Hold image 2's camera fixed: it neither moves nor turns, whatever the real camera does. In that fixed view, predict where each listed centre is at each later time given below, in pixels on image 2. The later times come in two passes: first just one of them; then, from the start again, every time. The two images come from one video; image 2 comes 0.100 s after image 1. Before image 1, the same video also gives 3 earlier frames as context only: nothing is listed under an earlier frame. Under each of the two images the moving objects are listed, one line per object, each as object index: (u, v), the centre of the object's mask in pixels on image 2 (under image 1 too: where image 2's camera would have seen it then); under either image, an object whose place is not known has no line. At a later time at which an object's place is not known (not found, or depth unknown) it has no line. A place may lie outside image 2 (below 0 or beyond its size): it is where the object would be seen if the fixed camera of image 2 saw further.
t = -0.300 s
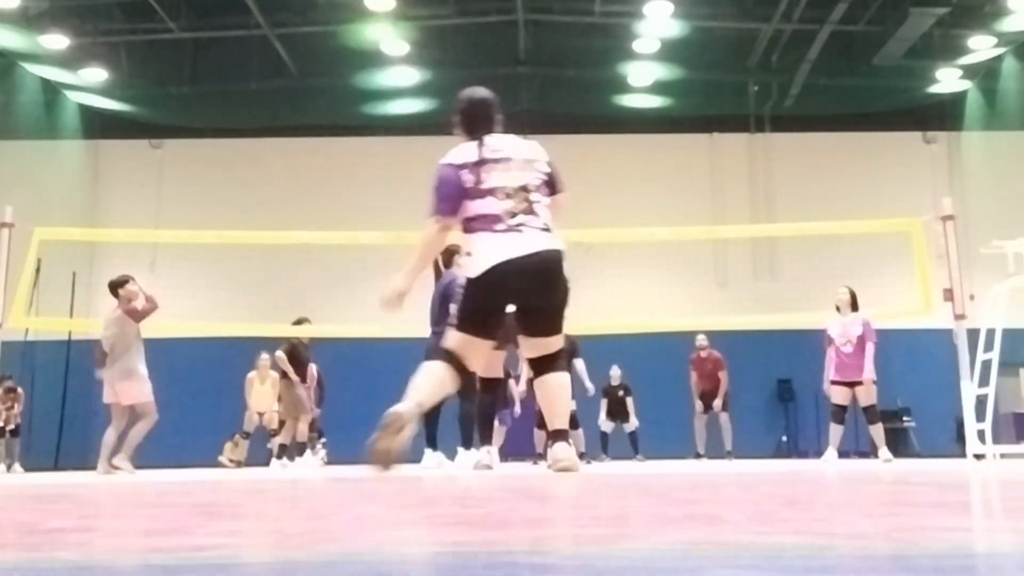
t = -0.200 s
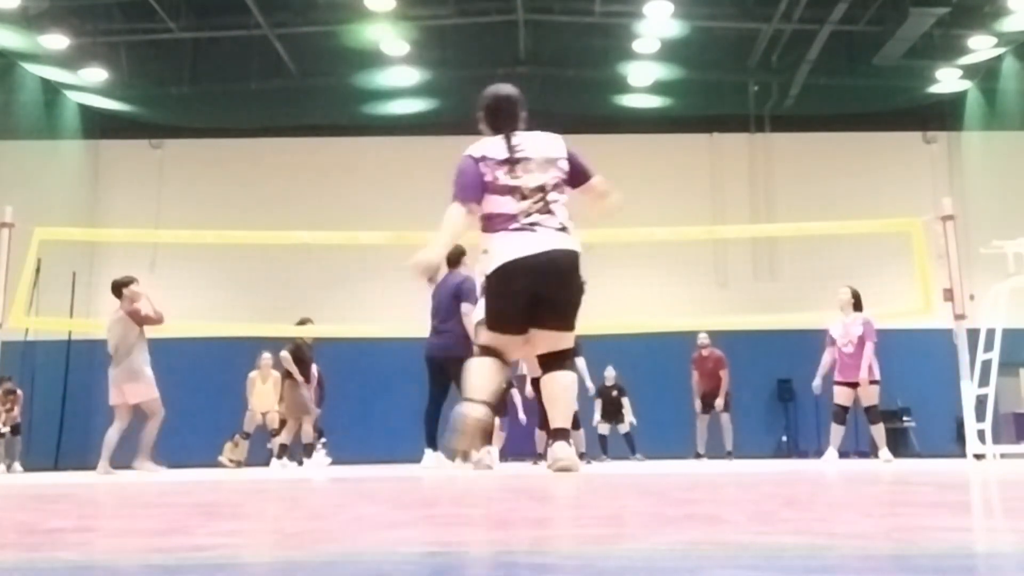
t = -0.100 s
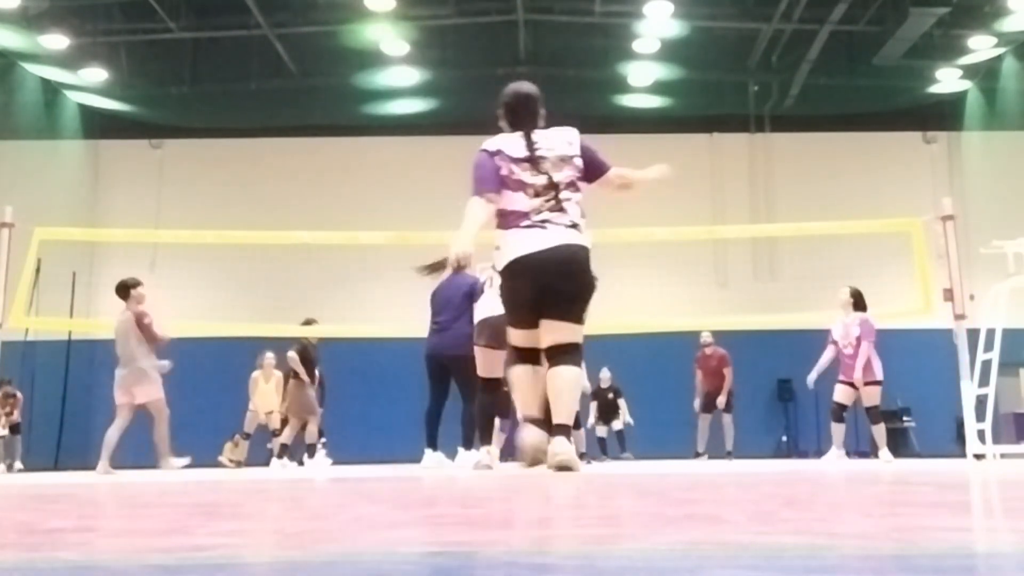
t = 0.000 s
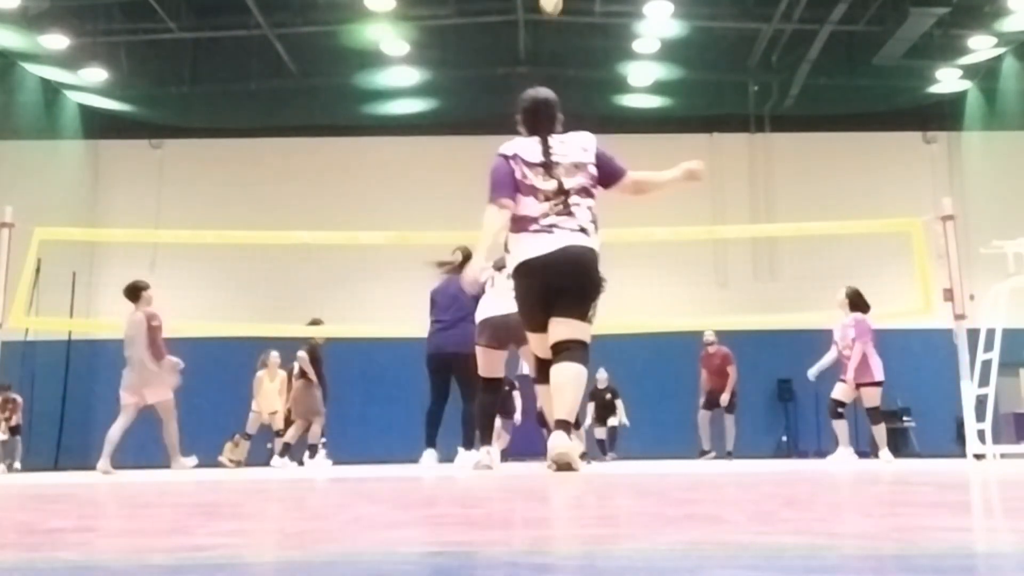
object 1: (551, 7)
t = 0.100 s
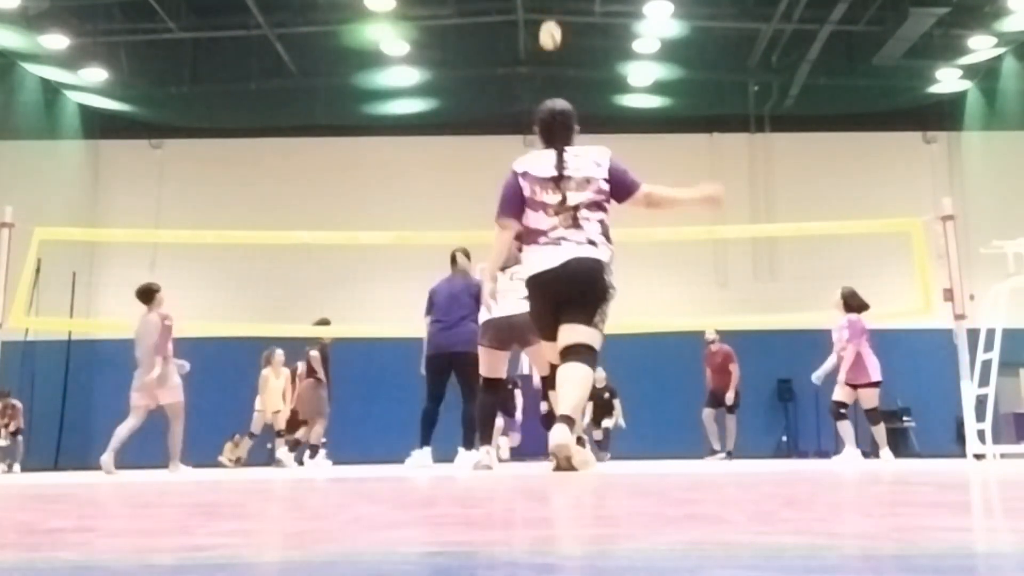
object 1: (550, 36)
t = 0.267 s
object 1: (548, 105)
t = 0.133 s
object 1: (550, 49)
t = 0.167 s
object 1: (550, 62)
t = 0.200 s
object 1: (549, 75)
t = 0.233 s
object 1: (548, 90)
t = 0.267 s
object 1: (548, 105)
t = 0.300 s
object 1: (548, 119)
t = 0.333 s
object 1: (547, 132)
